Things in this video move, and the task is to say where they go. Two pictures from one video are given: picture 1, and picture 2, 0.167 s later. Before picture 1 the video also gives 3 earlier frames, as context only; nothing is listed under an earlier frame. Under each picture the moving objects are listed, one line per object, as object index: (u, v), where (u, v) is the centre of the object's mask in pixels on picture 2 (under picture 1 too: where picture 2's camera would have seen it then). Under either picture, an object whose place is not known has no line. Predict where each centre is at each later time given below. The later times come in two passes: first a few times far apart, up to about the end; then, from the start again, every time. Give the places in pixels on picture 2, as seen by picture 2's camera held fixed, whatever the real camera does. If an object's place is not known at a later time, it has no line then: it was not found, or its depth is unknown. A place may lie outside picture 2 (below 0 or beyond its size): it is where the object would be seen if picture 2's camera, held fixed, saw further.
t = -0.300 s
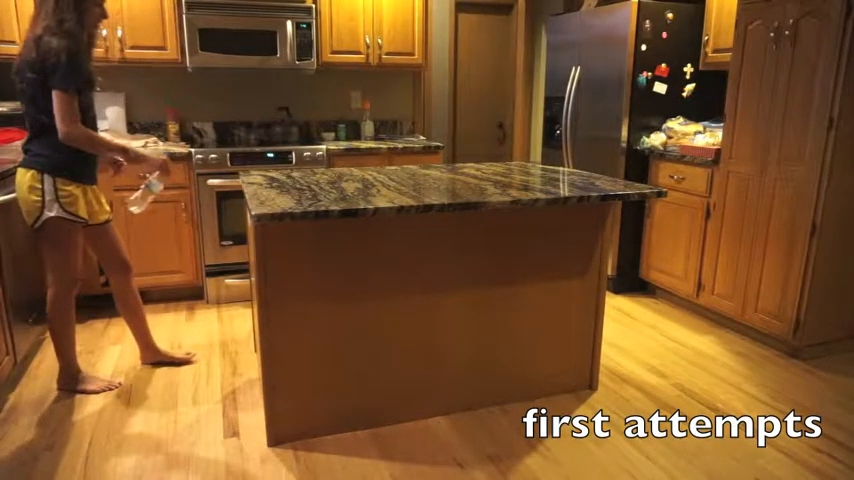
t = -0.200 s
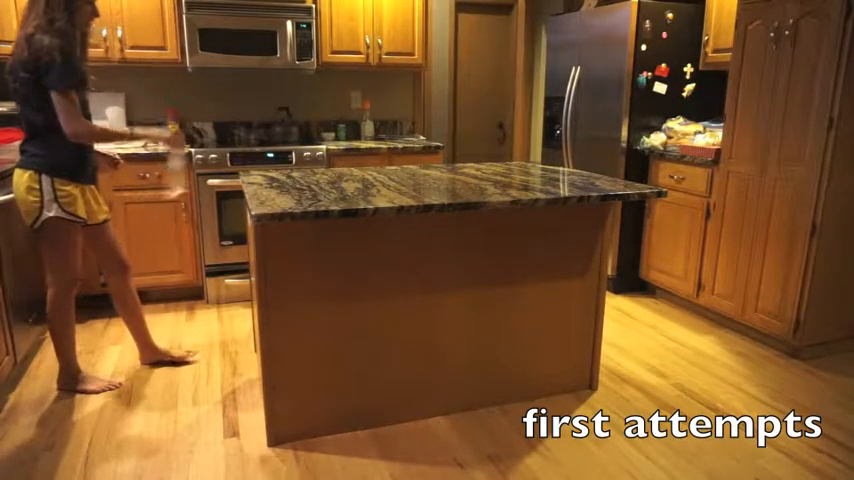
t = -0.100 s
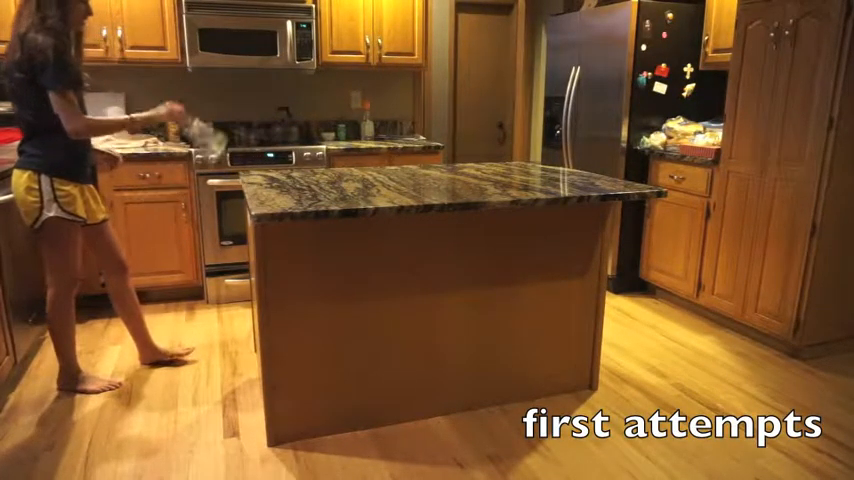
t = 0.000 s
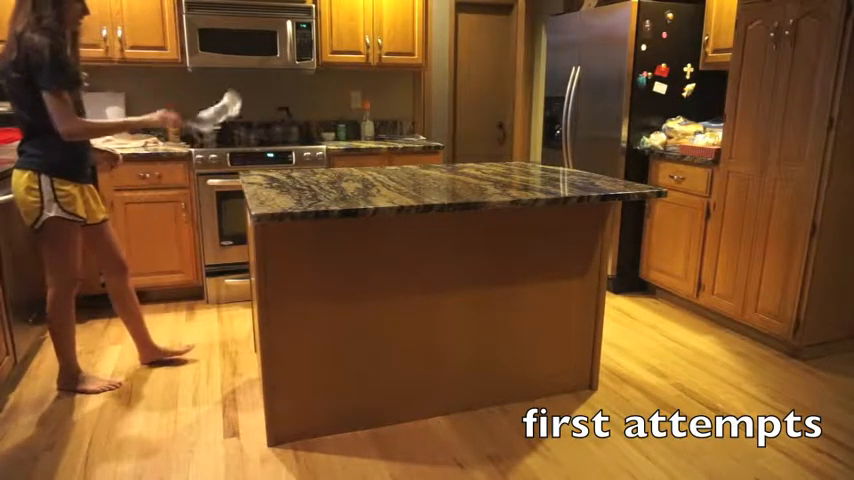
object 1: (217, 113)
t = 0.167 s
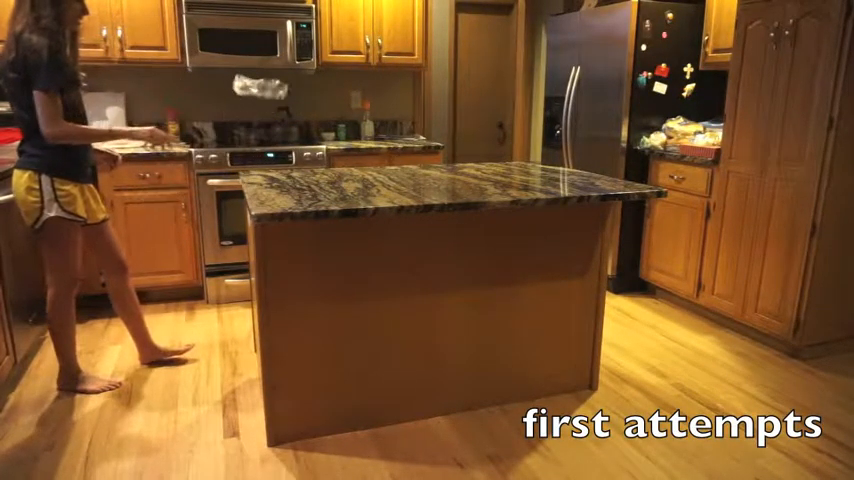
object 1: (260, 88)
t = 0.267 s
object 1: (264, 101)
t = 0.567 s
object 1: (277, 154)
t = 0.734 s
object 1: (277, 152)
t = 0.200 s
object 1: (261, 88)
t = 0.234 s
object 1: (262, 92)
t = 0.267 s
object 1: (264, 101)
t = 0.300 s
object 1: (266, 112)
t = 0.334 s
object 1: (268, 128)
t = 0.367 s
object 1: (271, 153)
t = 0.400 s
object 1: (274, 159)
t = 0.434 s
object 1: (275, 158)
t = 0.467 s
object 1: (276, 158)
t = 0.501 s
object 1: (277, 158)
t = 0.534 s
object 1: (277, 159)
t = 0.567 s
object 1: (277, 154)
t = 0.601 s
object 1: (277, 154)
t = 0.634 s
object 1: (277, 155)
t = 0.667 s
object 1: (277, 153)
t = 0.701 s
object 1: (277, 152)
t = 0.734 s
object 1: (277, 152)
